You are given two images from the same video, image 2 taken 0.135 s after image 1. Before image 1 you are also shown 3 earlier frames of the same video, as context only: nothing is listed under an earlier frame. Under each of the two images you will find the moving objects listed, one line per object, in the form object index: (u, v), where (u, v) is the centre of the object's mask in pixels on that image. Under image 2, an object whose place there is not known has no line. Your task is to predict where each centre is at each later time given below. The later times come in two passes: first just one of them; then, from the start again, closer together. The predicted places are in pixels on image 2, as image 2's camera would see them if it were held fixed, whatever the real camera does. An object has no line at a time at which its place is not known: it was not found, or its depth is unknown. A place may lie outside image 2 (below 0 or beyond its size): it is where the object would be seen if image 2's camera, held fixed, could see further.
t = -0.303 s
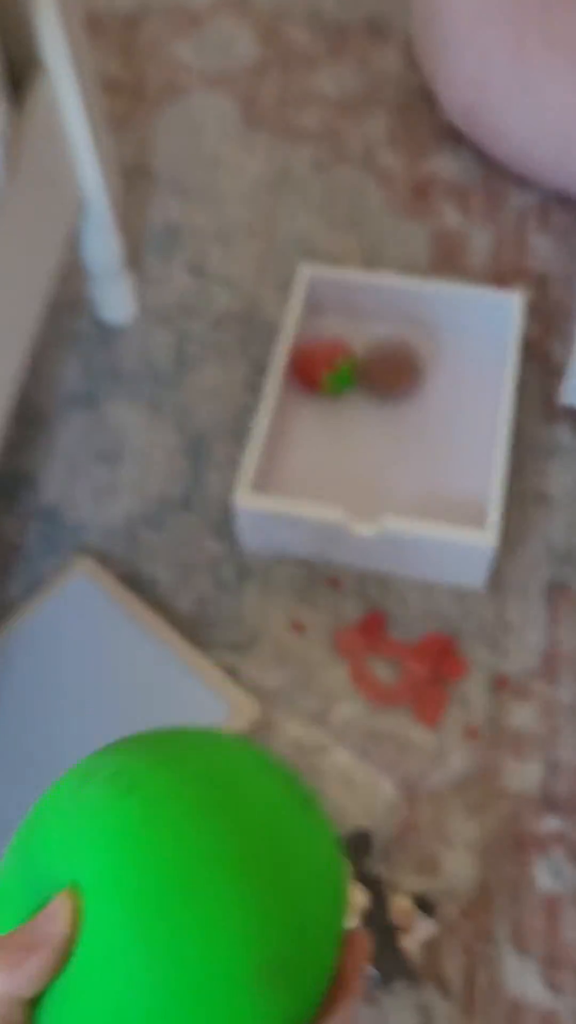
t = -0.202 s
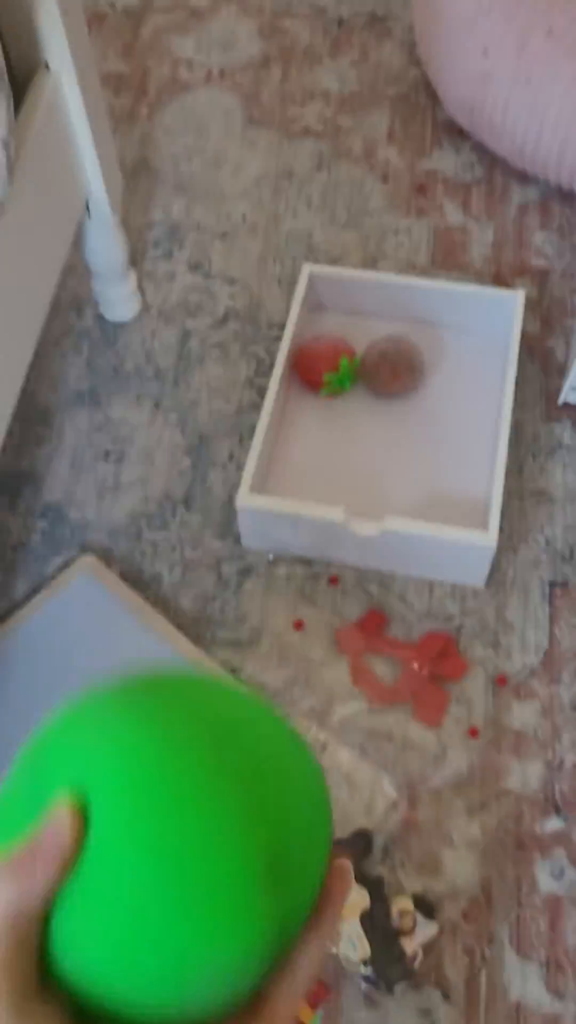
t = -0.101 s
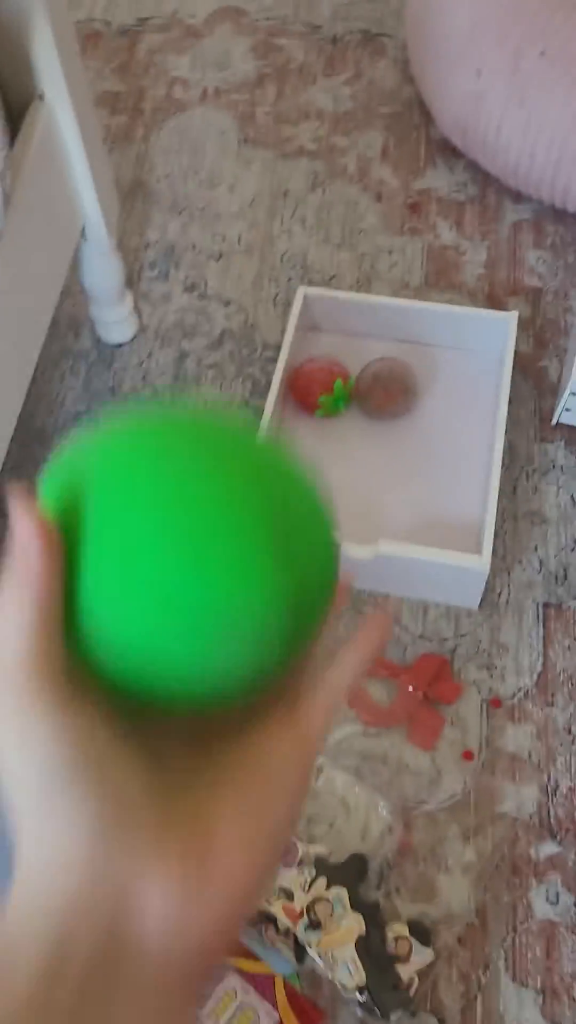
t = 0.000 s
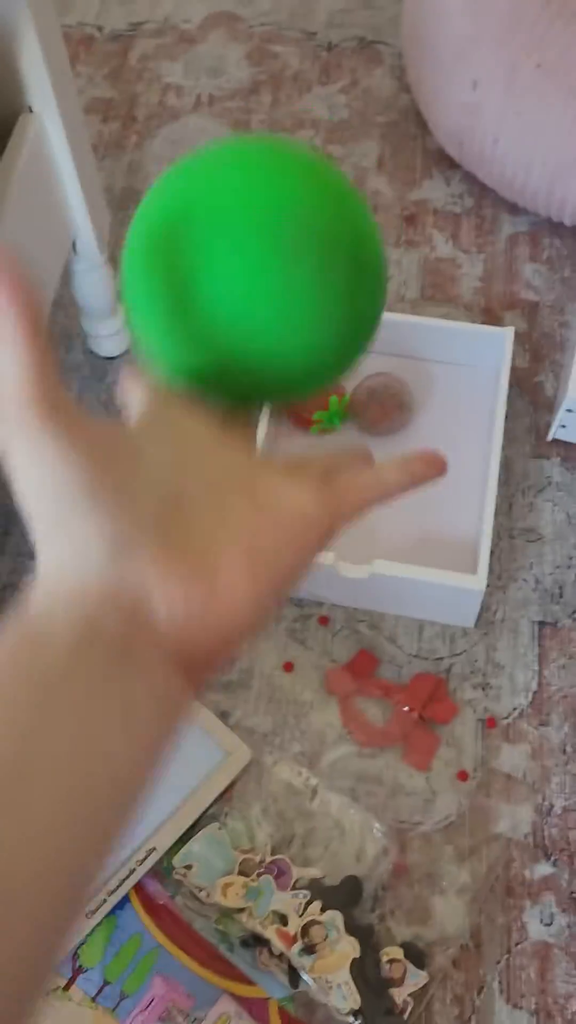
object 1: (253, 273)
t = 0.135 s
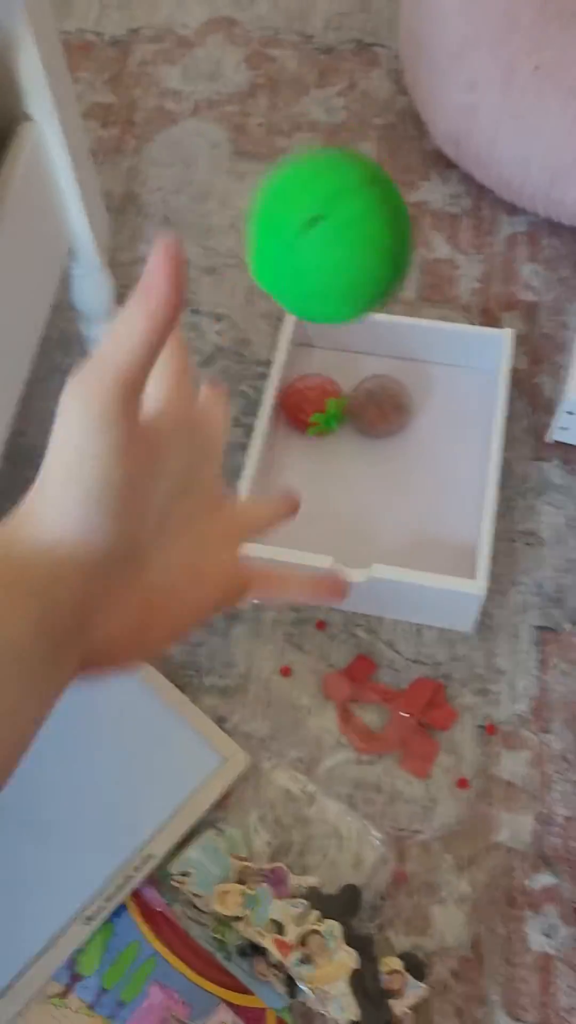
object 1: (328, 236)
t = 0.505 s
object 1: (399, 436)
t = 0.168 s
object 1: (339, 258)
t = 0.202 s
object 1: (348, 287)
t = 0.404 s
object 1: (379, 422)
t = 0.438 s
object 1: (386, 420)
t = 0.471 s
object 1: (393, 425)
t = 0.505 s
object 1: (399, 436)
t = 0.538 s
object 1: (405, 450)
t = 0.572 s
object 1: (410, 469)
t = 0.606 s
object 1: (414, 491)
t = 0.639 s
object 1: (421, 498)
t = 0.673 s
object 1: (425, 497)
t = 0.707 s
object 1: (429, 500)
